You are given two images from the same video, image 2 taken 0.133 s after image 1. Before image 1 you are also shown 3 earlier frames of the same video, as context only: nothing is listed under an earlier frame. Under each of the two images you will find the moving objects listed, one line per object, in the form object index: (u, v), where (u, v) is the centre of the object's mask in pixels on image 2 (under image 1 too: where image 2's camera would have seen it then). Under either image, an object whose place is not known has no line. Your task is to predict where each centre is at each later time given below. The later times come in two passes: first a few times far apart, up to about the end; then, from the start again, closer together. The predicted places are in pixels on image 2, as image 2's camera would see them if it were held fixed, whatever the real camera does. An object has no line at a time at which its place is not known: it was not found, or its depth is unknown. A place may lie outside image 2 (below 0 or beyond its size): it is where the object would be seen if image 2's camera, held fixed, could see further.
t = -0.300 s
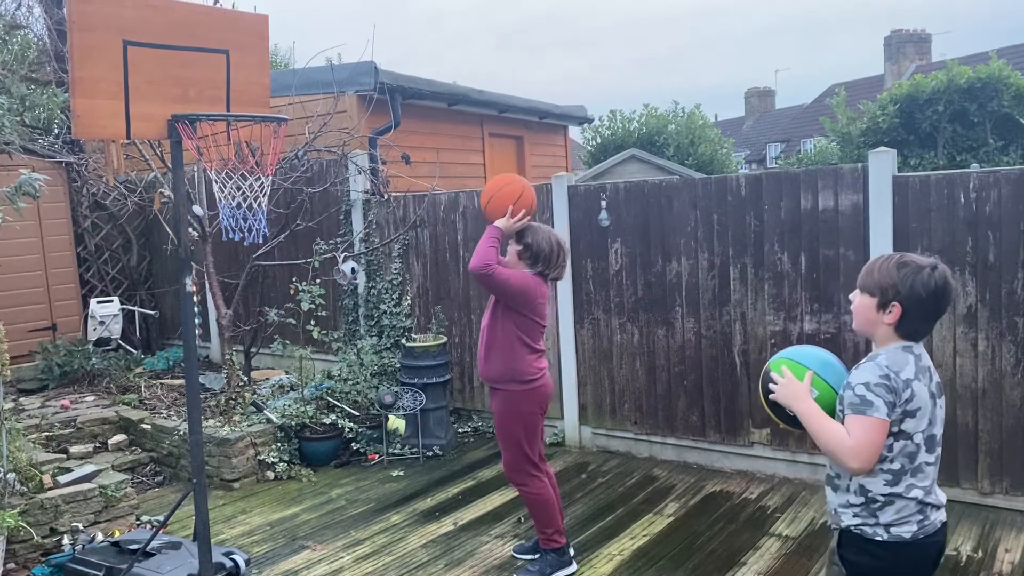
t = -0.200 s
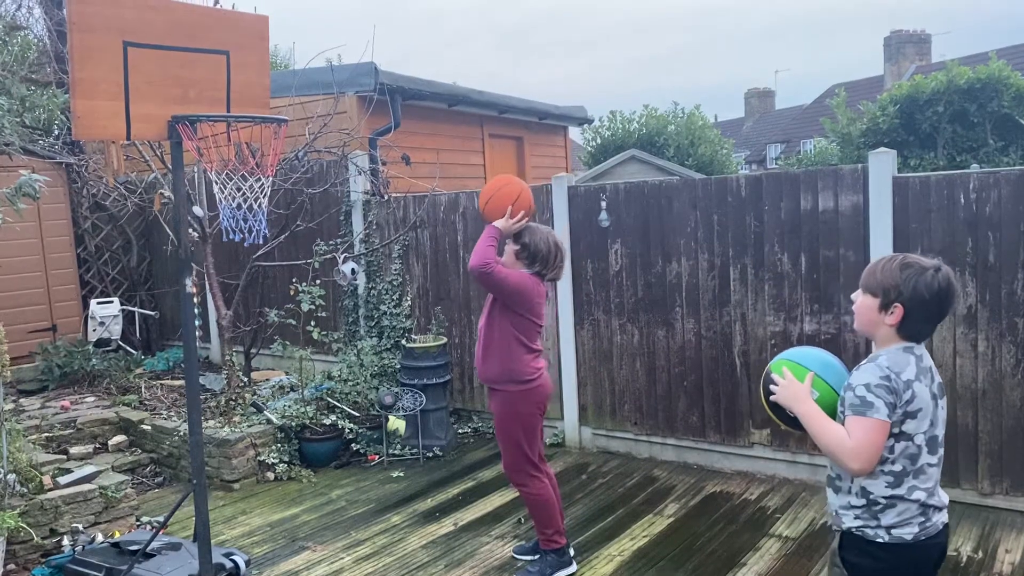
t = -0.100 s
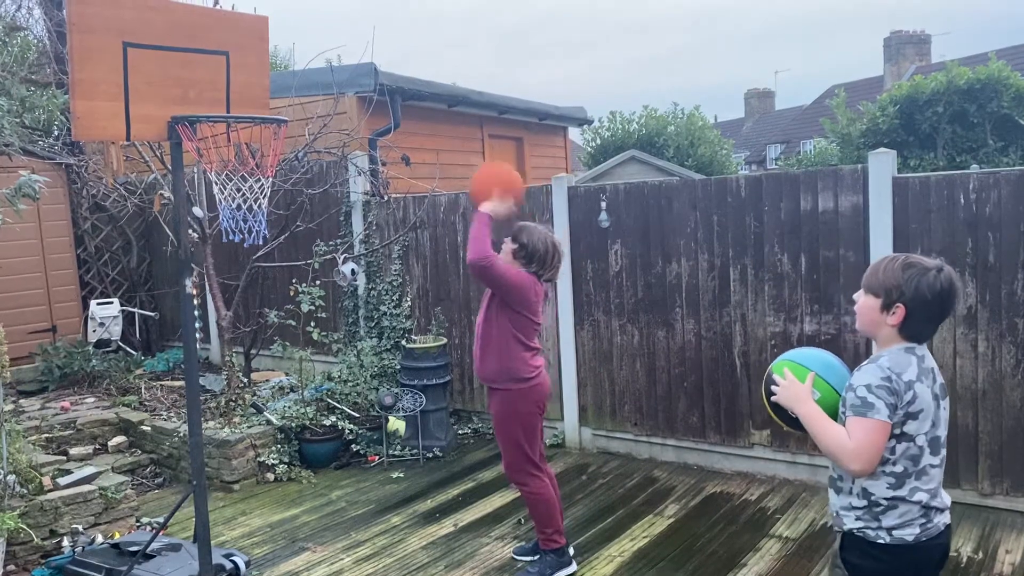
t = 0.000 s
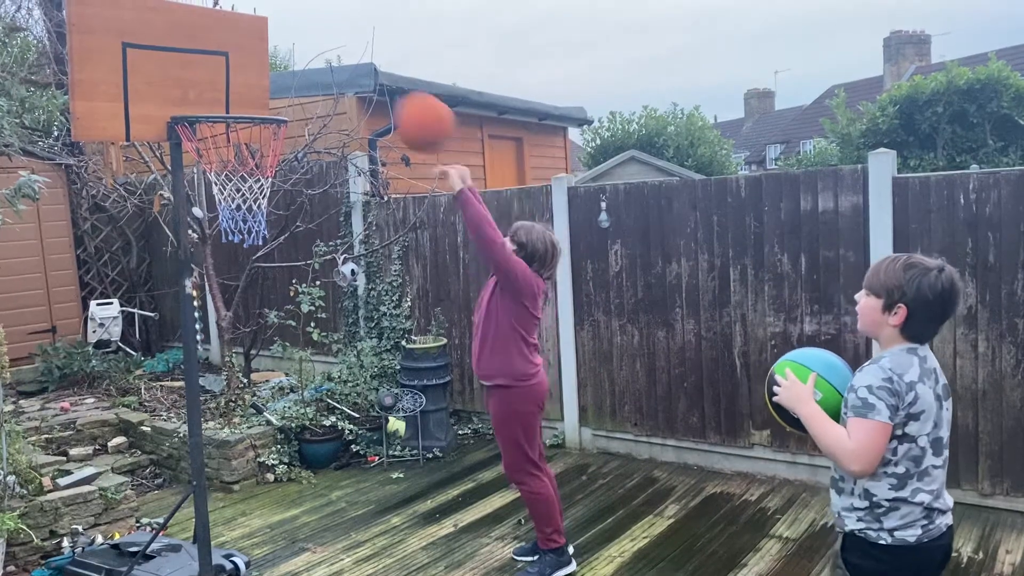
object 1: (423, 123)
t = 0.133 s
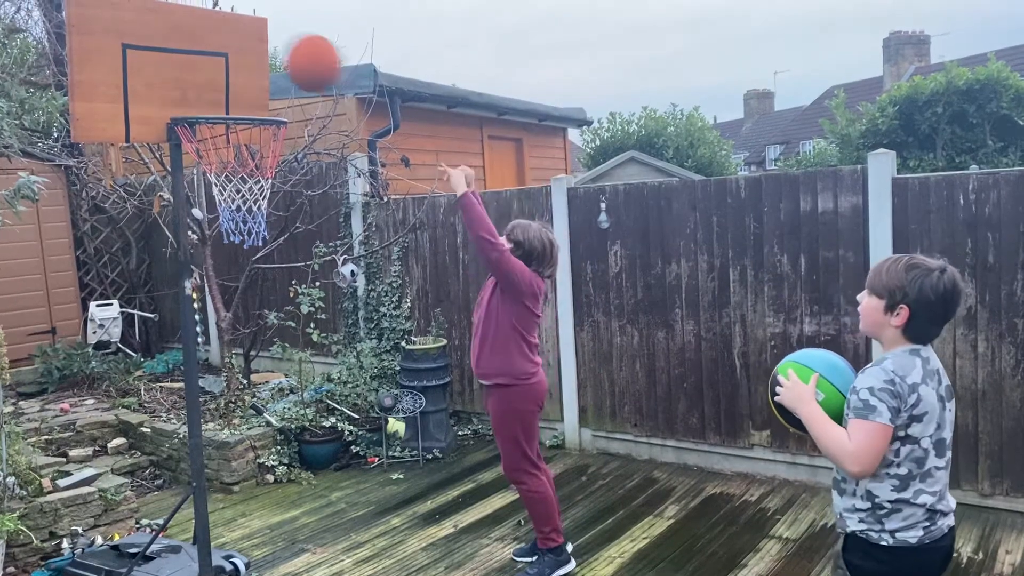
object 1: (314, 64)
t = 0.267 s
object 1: (256, 45)
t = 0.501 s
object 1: (268, 74)
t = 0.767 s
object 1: (278, 87)
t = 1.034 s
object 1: (307, 302)
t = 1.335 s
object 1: (338, 548)
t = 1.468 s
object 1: (330, 410)
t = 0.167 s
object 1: (284, 54)
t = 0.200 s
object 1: (257, 48)
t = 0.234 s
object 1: (254, 46)
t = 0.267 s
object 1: (256, 45)
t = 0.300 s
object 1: (257, 47)
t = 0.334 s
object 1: (259, 52)
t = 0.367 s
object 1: (262, 61)
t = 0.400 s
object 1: (265, 71)
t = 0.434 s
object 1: (267, 85)
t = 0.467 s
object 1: (268, 85)
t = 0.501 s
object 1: (268, 74)
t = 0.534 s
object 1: (268, 66)
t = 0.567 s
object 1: (270, 61)
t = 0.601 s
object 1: (271, 58)
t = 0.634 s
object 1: (272, 58)
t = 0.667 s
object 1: (273, 61)
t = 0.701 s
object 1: (274, 67)
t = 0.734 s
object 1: (276, 76)
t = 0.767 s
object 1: (278, 87)
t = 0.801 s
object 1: (282, 102)
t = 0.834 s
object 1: (284, 122)
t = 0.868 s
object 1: (287, 144)
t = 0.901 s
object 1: (290, 169)
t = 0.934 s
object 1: (295, 197)
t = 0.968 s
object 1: (298, 228)
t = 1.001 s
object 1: (302, 263)
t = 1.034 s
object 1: (307, 302)
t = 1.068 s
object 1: (312, 341)
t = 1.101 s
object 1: (316, 385)
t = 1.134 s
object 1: (322, 435)
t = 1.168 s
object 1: (327, 485)
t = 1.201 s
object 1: (332, 539)
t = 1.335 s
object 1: (338, 548)
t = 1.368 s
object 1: (336, 515)
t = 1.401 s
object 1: (334, 479)
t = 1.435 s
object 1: (332, 444)
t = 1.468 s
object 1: (330, 410)
